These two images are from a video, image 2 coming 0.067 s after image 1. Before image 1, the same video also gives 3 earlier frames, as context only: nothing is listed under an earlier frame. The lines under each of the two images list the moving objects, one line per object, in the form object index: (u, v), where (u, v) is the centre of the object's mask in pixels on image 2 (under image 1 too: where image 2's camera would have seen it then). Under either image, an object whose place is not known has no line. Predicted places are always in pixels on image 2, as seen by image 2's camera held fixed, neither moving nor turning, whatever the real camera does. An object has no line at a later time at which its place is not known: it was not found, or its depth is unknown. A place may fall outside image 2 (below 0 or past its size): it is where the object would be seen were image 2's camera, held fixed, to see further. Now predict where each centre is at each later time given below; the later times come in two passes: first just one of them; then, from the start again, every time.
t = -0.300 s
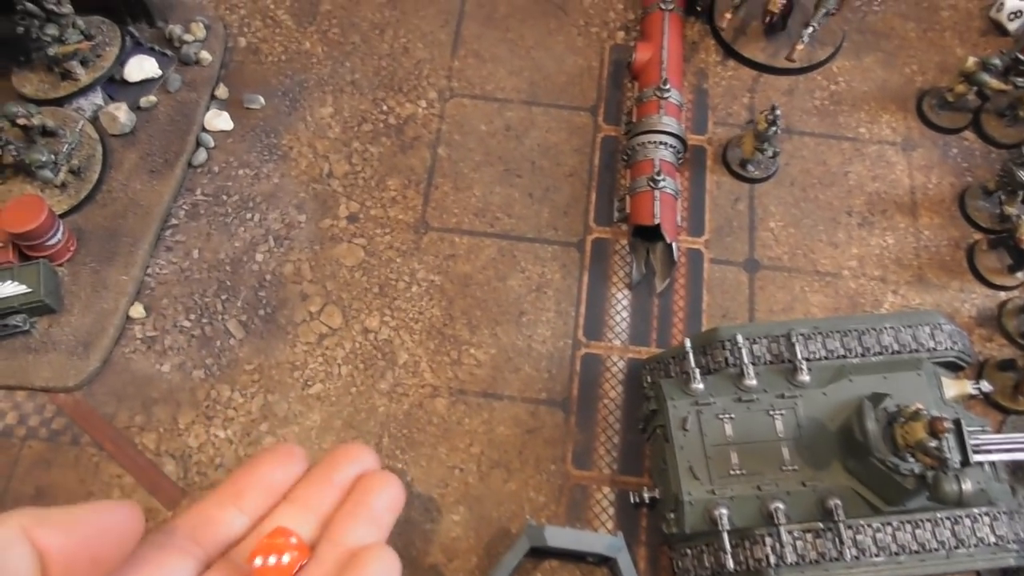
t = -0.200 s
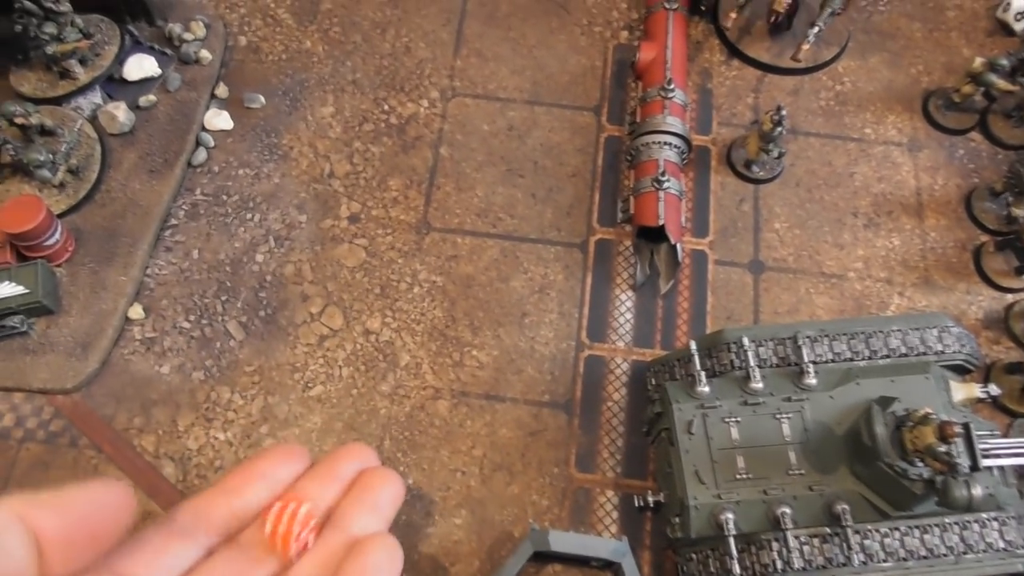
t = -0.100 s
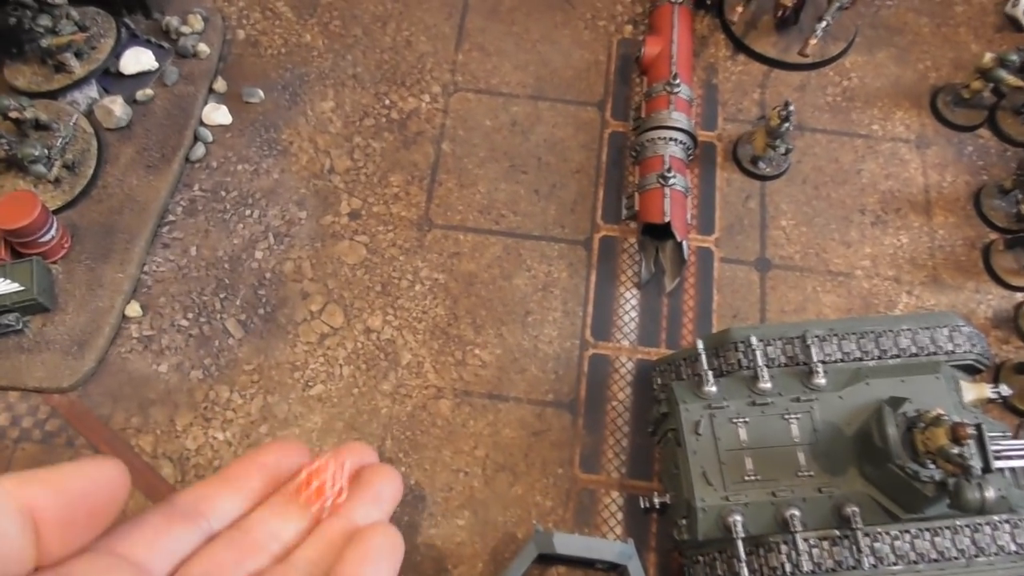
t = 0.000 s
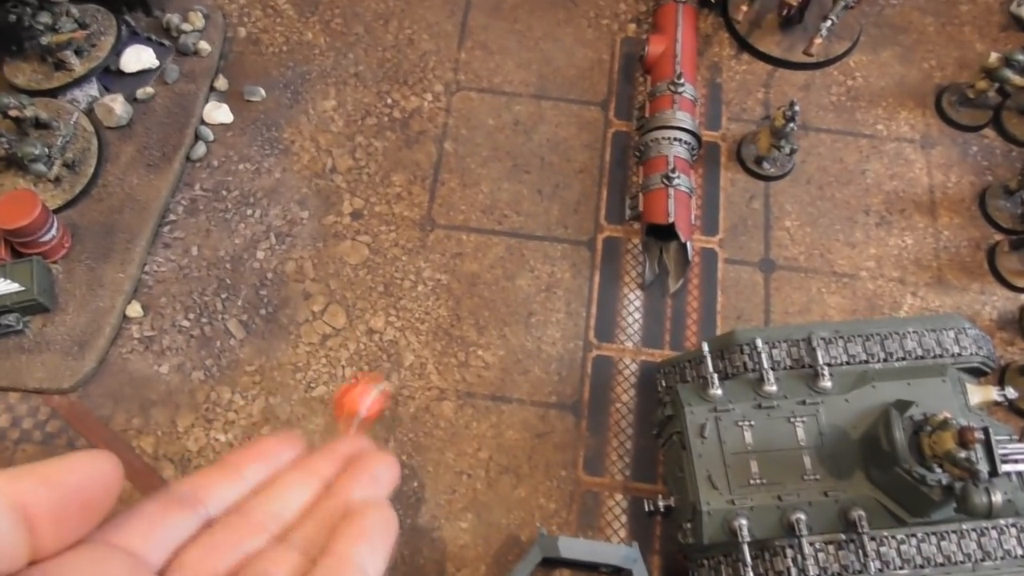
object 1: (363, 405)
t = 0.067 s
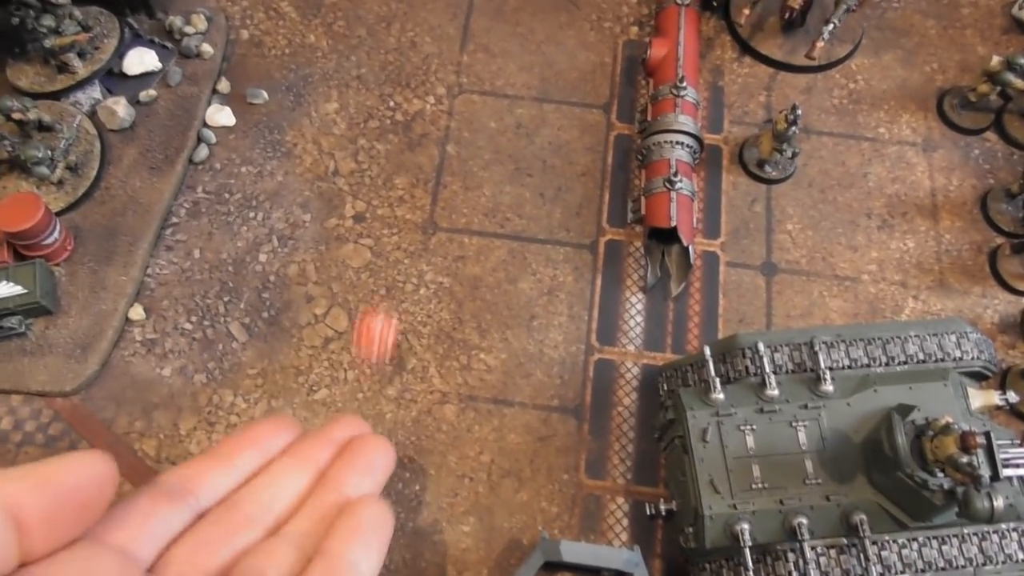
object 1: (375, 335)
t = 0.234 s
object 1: (402, 236)
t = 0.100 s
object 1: (382, 308)
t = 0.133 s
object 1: (393, 286)
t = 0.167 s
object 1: (394, 264)
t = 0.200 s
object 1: (398, 245)
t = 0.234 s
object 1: (402, 236)
